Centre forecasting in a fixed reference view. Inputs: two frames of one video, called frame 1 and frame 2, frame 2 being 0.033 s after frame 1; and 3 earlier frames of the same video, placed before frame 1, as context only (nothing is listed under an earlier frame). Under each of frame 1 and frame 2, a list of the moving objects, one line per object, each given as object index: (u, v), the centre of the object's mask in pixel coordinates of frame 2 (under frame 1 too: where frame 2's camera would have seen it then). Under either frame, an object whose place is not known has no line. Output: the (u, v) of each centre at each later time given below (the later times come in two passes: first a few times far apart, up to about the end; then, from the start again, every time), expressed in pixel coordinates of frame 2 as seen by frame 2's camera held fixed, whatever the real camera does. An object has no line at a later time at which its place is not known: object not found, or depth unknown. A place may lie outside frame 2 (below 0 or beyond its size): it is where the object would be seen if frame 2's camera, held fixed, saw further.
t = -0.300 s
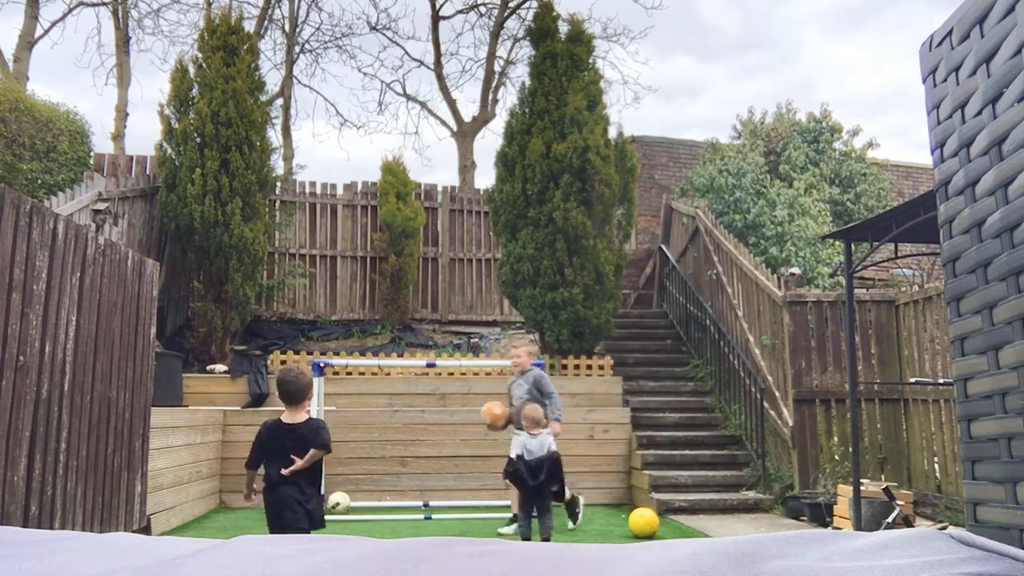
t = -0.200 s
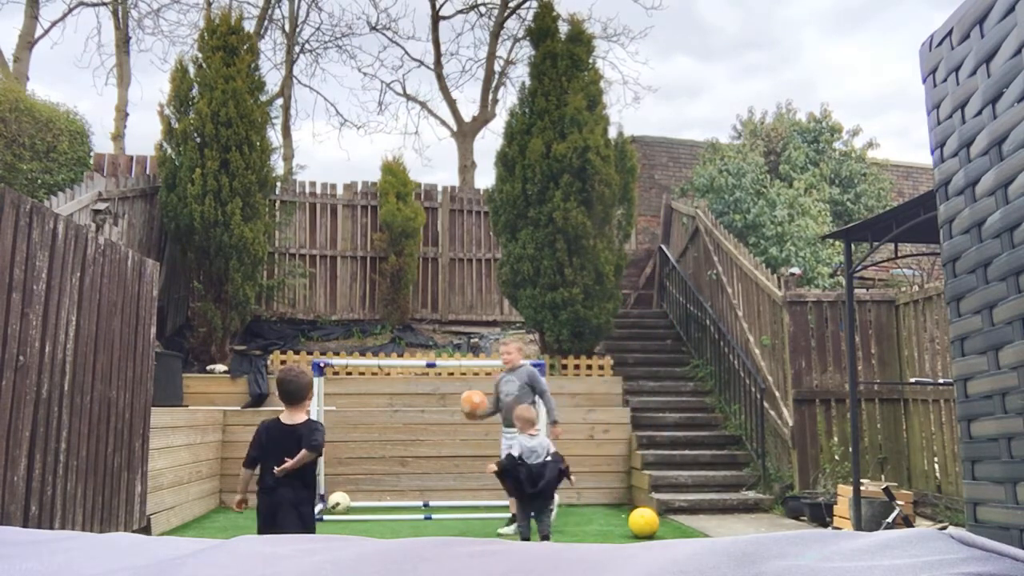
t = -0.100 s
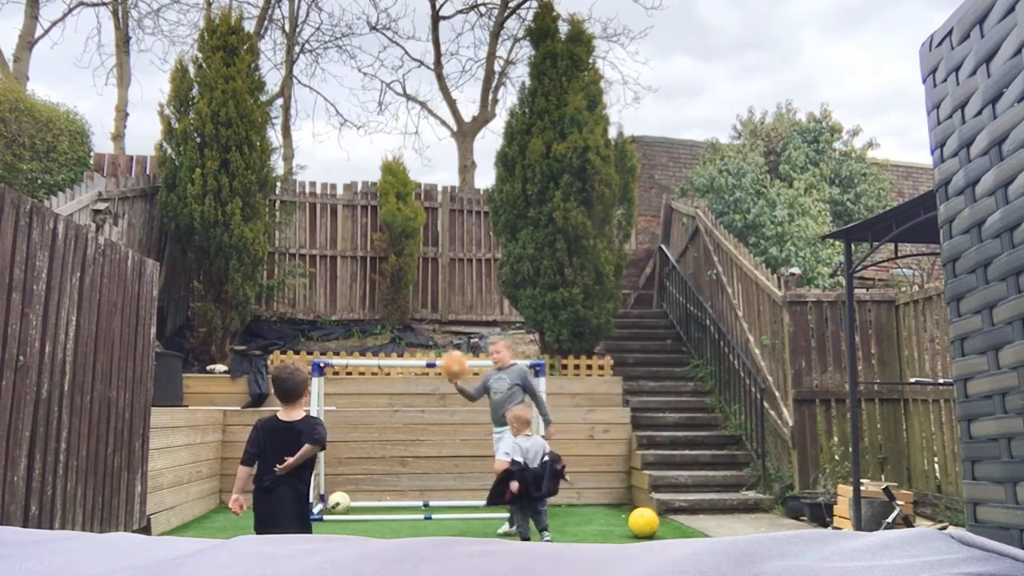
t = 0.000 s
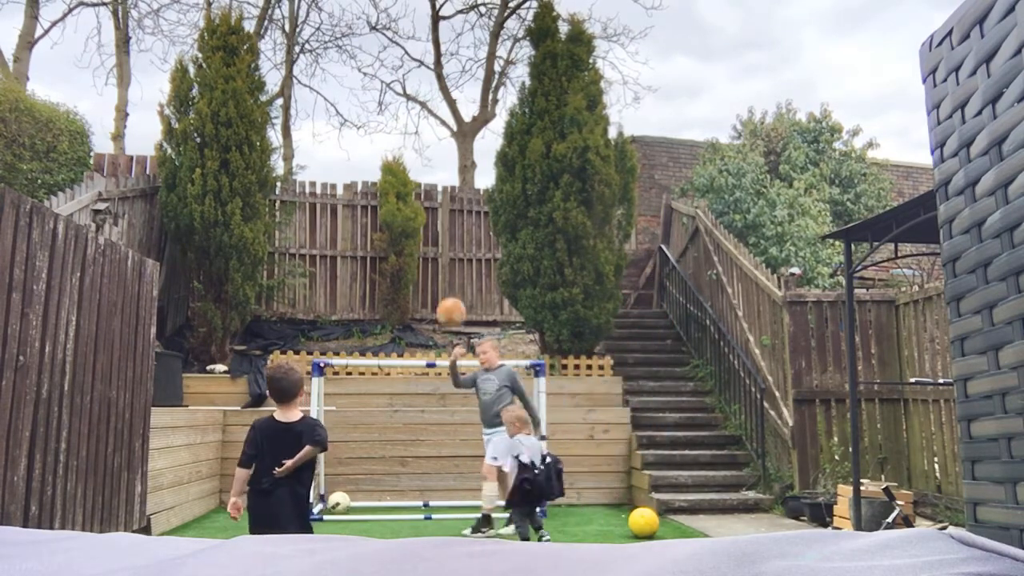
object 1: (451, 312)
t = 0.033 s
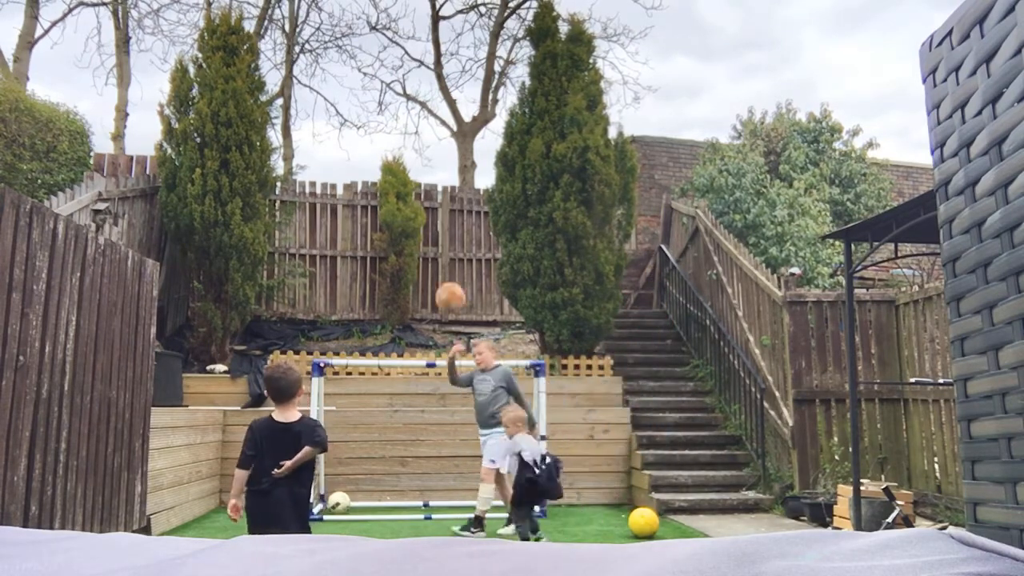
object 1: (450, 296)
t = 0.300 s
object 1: (440, 224)
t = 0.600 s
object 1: (427, 261)
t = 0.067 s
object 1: (450, 282)
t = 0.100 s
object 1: (449, 269)
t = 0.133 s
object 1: (448, 259)
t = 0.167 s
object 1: (446, 248)
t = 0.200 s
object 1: (445, 240)
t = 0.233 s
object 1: (443, 233)
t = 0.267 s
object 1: (442, 227)
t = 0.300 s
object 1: (440, 224)
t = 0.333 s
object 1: (439, 222)
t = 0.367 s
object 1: (438, 221)
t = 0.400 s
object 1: (437, 221)
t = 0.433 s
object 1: (435, 224)
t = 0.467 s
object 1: (433, 228)
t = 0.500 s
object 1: (431, 233)
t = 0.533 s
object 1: (430, 240)
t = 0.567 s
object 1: (429, 250)
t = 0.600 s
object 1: (427, 261)
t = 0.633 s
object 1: (424, 275)
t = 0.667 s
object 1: (421, 291)
